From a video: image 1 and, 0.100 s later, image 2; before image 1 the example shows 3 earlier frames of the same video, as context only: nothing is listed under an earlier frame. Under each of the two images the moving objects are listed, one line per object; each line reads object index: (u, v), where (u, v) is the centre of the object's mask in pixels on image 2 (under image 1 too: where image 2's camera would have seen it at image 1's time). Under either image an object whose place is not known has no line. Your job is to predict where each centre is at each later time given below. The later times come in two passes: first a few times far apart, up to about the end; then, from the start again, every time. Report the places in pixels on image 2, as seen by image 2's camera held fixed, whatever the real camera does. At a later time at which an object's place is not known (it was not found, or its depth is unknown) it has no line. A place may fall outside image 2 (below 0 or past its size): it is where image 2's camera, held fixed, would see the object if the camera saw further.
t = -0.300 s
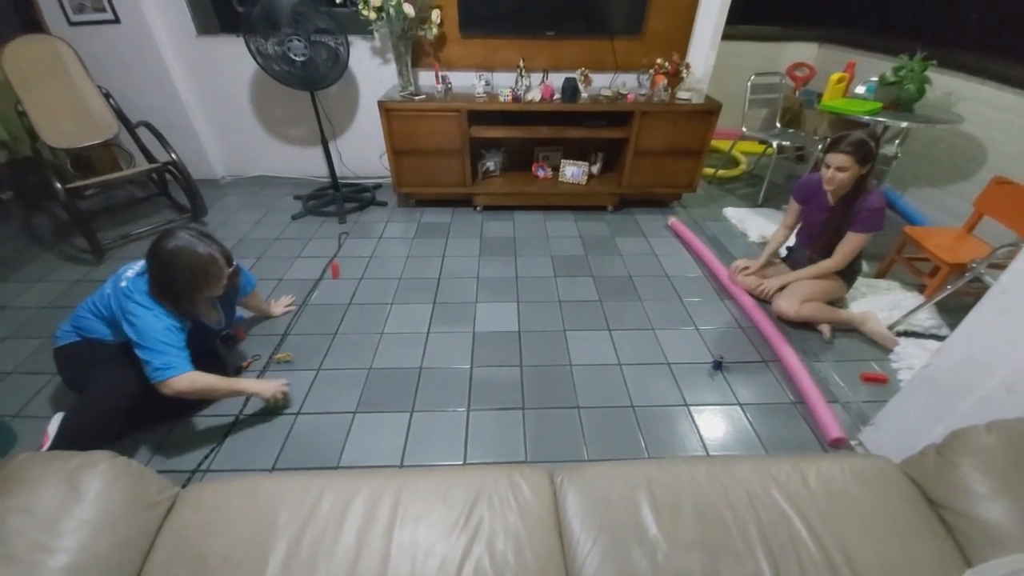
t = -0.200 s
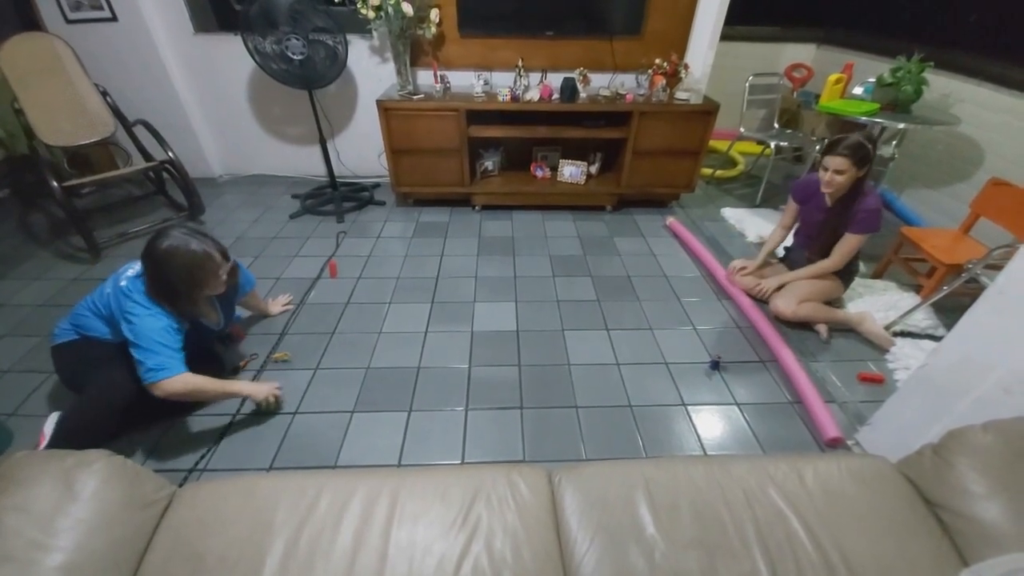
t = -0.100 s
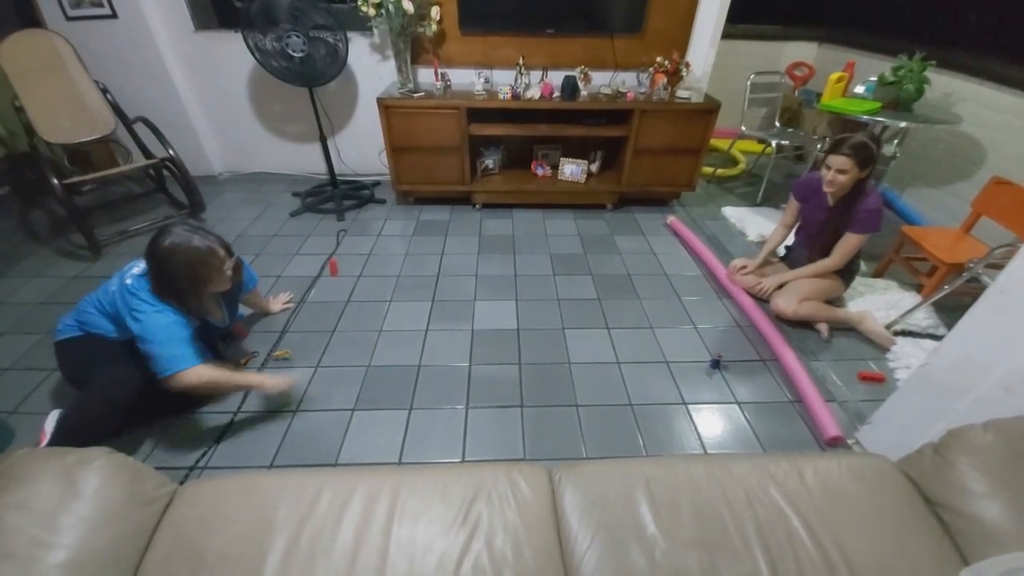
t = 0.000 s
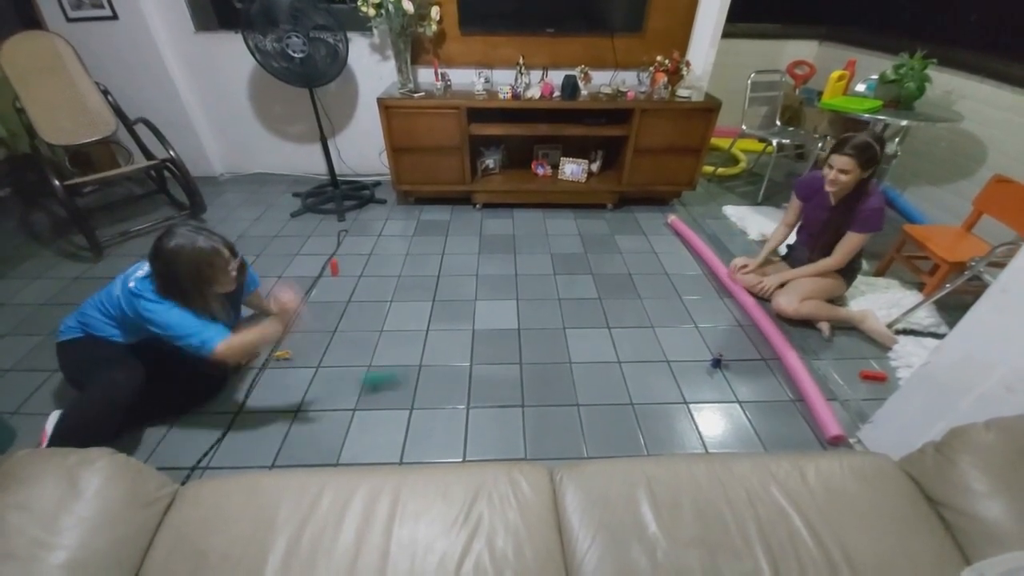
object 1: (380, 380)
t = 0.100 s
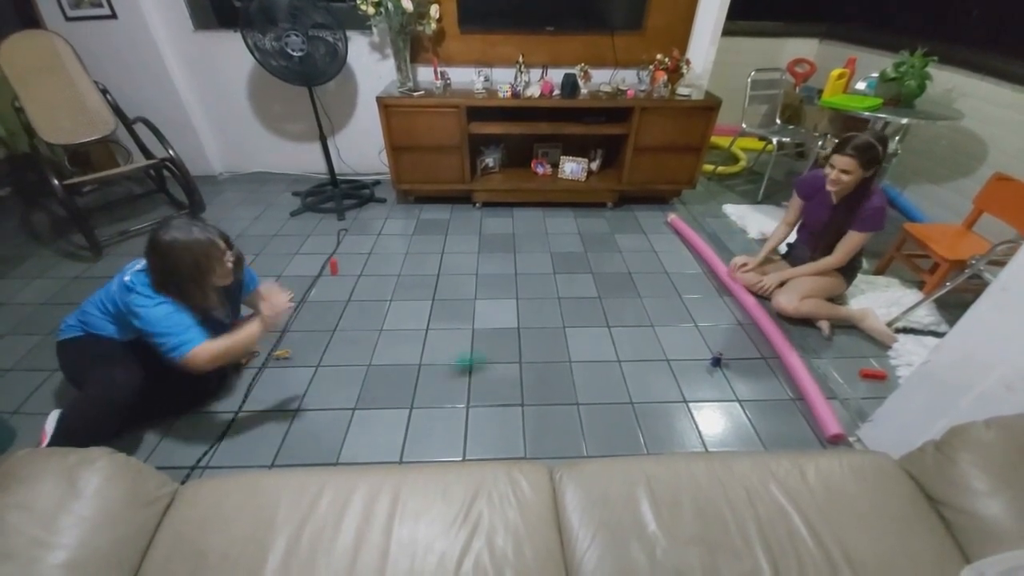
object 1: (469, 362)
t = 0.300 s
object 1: (615, 336)
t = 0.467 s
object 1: (708, 315)
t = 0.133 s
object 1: (492, 359)
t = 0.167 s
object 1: (522, 354)
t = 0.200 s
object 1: (547, 349)
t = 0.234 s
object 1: (569, 345)
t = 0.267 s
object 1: (592, 340)
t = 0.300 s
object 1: (615, 336)
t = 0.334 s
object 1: (633, 333)
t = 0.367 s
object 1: (654, 329)
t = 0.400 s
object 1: (674, 323)
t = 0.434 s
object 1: (690, 319)
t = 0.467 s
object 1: (708, 315)
